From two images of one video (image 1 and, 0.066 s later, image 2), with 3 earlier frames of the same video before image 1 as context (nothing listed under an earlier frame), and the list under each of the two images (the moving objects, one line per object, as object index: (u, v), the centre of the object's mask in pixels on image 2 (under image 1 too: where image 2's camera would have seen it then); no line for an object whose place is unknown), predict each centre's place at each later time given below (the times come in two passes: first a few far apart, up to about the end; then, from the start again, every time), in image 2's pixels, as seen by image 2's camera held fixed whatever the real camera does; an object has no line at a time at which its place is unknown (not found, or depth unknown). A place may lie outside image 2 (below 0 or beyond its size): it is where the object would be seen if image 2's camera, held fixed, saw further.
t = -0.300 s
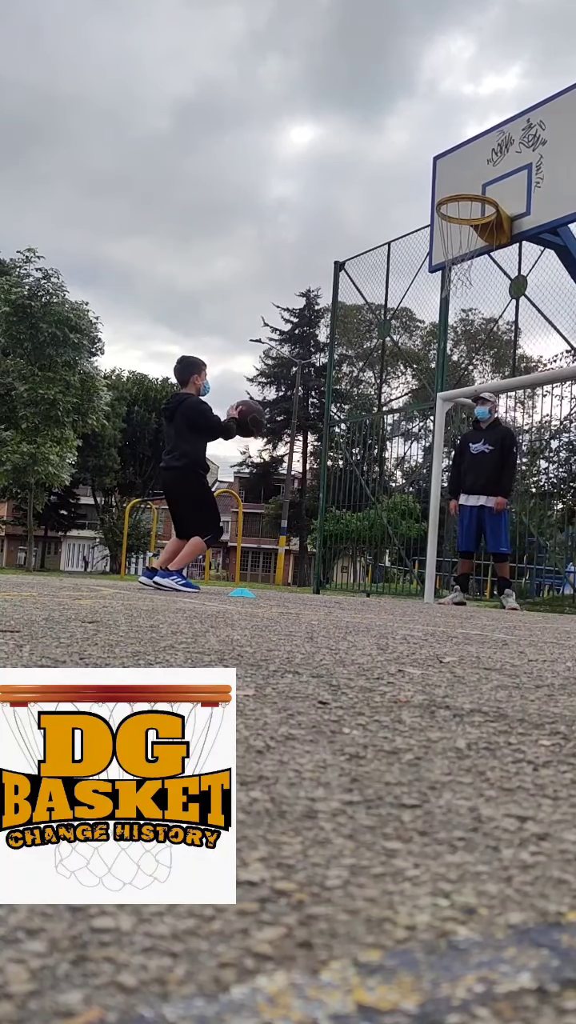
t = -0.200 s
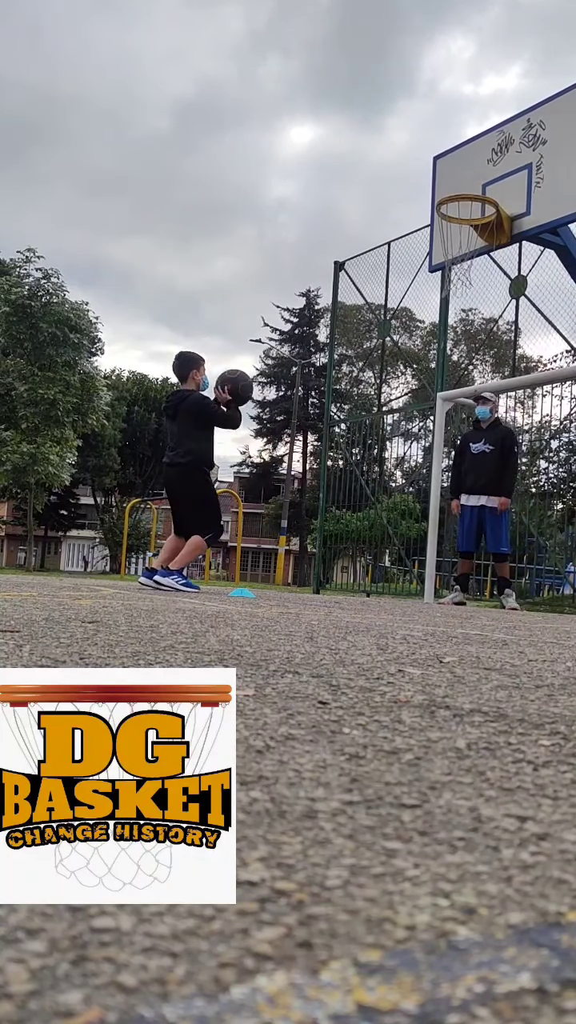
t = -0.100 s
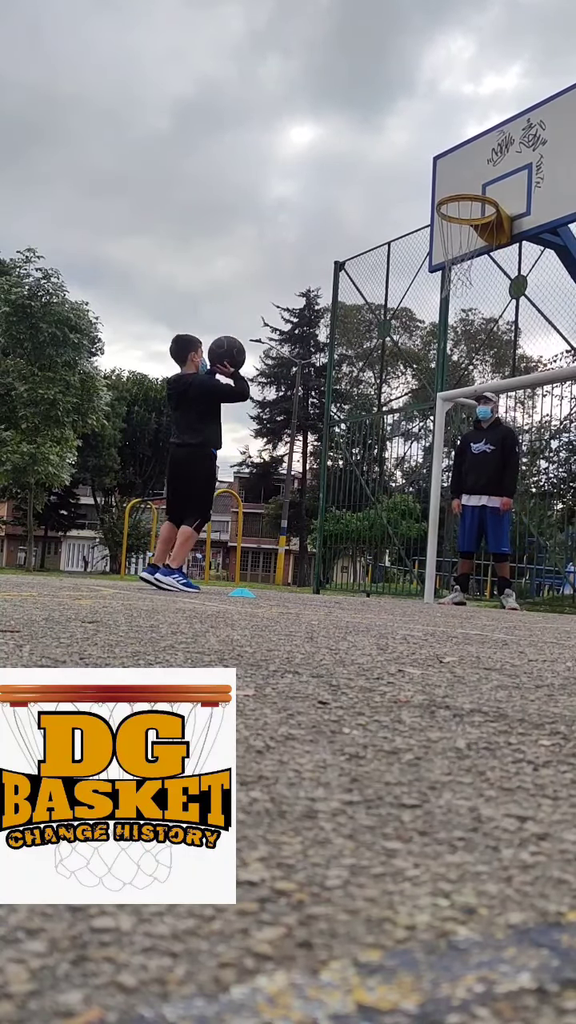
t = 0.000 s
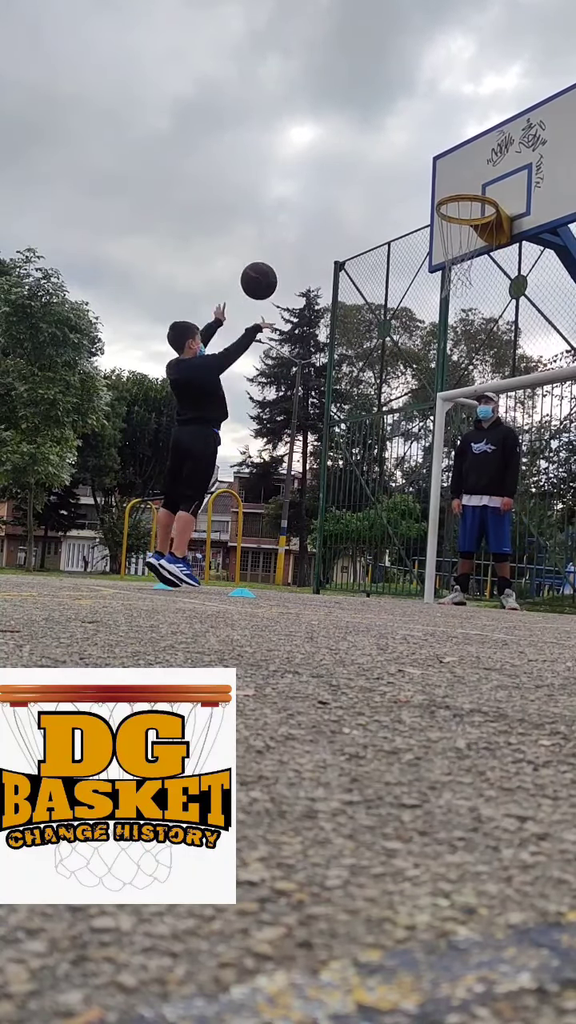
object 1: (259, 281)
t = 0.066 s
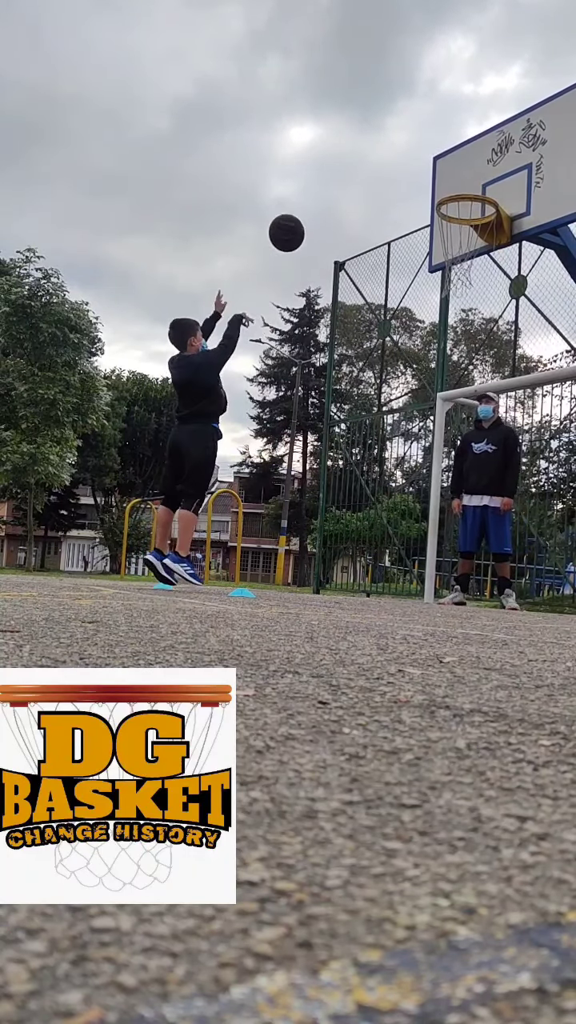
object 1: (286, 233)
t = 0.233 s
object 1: (348, 149)
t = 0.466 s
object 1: (421, 102)
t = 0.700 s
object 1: (482, 123)
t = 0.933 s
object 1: (460, 172)
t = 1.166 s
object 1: (444, 128)
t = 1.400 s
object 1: (434, 114)
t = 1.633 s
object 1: (421, 167)
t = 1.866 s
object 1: (405, 292)
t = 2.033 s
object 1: (391, 427)
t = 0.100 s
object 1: (299, 212)
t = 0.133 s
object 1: (312, 194)
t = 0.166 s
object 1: (325, 177)
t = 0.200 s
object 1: (337, 162)
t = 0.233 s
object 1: (348, 149)
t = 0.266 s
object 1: (359, 138)
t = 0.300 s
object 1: (370, 128)
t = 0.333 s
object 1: (381, 120)
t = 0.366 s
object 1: (391, 113)
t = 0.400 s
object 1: (401, 108)
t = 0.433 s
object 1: (411, 104)
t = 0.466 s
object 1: (421, 102)
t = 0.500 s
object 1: (430, 101)
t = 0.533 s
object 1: (439, 102)
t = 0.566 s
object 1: (448, 103)
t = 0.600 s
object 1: (457, 106)
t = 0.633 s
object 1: (465, 111)
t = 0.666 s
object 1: (473, 116)
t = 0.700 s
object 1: (482, 123)
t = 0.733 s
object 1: (490, 131)
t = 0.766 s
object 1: (498, 140)
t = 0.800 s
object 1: (491, 144)
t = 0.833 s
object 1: (483, 149)
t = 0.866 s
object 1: (476, 155)
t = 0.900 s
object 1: (468, 163)
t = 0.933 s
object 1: (460, 172)
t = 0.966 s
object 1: (452, 182)
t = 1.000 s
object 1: (449, 178)
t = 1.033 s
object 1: (448, 166)
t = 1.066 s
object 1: (447, 154)
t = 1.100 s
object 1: (446, 144)
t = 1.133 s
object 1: (445, 136)
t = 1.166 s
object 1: (444, 128)
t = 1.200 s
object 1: (443, 122)
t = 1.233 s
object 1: (441, 118)
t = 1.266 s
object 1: (440, 114)
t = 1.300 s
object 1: (439, 113)
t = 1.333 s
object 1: (437, 112)
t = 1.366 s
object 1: (436, 112)
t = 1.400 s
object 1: (434, 114)
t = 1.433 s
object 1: (433, 118)
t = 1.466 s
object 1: (431, 123)
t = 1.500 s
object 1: (429, 129)
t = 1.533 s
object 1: (427, 136)
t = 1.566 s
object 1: (425, 145)
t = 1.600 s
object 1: (423, 156)
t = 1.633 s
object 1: (421, 167)
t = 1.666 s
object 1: (419, 181)
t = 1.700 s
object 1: (416, 195)
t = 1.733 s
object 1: (414, 211)
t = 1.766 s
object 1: (412, 229)
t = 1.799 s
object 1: (410, 249)
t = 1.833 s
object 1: (407, 270)
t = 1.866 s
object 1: (405, 292)
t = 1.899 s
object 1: (402, 316)
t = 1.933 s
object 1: (399, 342)
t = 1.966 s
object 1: (397, 369)
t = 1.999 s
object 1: (394, 397)
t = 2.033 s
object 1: (391, 427)
